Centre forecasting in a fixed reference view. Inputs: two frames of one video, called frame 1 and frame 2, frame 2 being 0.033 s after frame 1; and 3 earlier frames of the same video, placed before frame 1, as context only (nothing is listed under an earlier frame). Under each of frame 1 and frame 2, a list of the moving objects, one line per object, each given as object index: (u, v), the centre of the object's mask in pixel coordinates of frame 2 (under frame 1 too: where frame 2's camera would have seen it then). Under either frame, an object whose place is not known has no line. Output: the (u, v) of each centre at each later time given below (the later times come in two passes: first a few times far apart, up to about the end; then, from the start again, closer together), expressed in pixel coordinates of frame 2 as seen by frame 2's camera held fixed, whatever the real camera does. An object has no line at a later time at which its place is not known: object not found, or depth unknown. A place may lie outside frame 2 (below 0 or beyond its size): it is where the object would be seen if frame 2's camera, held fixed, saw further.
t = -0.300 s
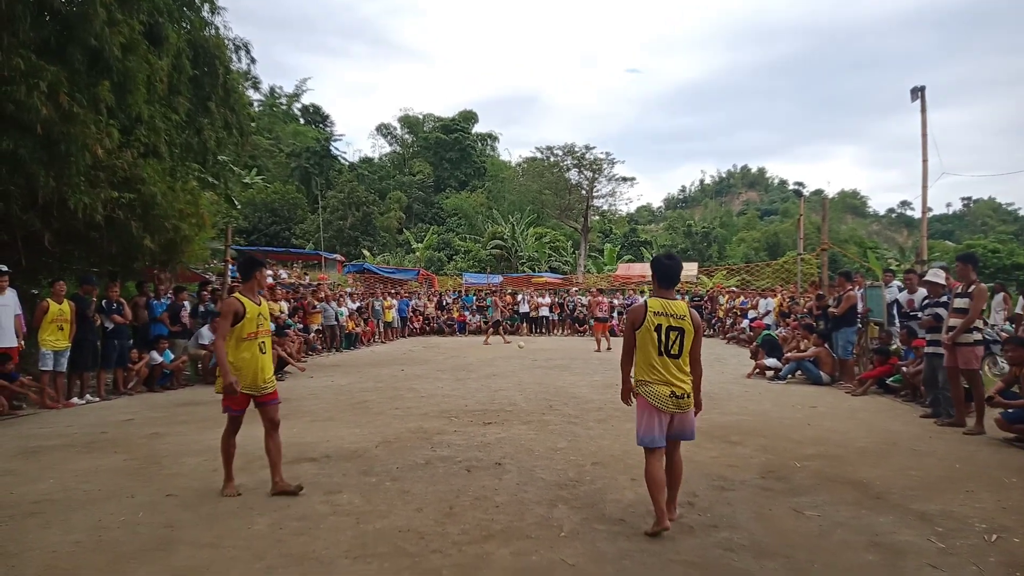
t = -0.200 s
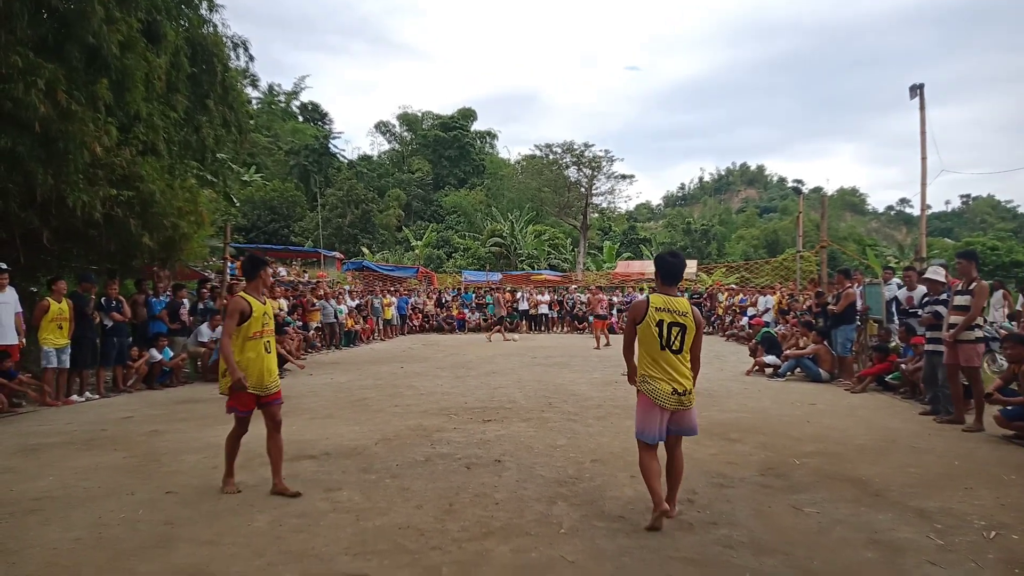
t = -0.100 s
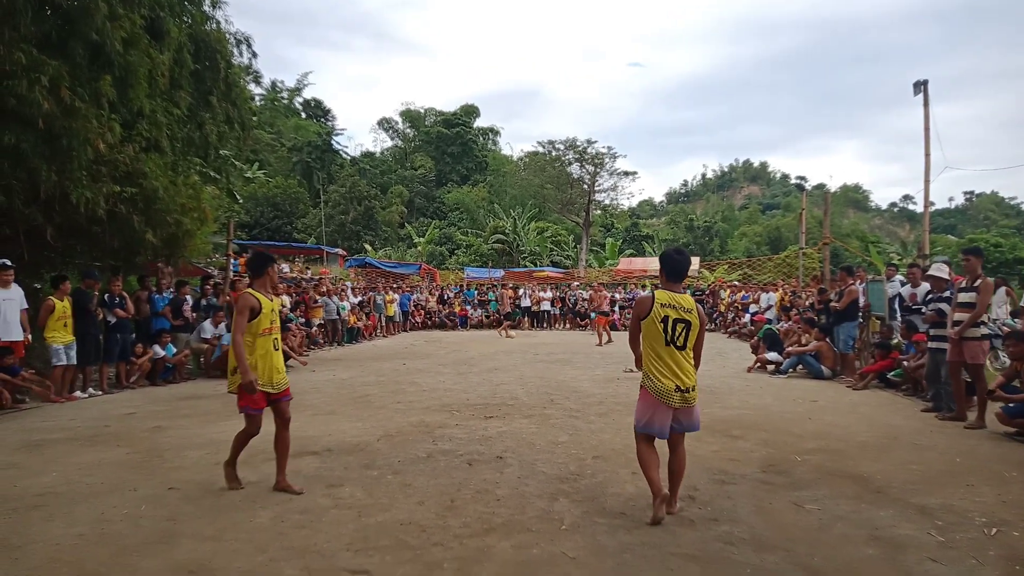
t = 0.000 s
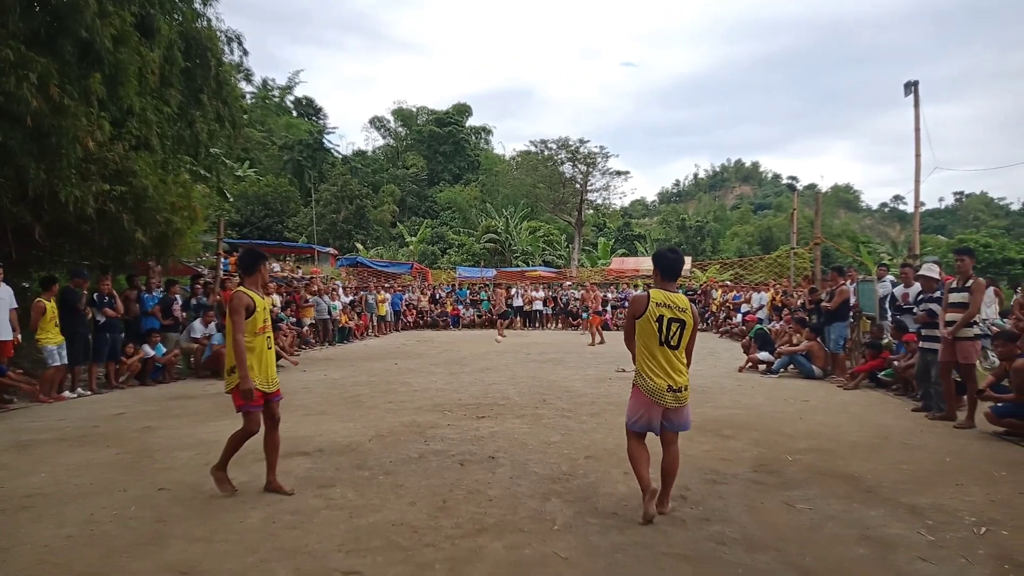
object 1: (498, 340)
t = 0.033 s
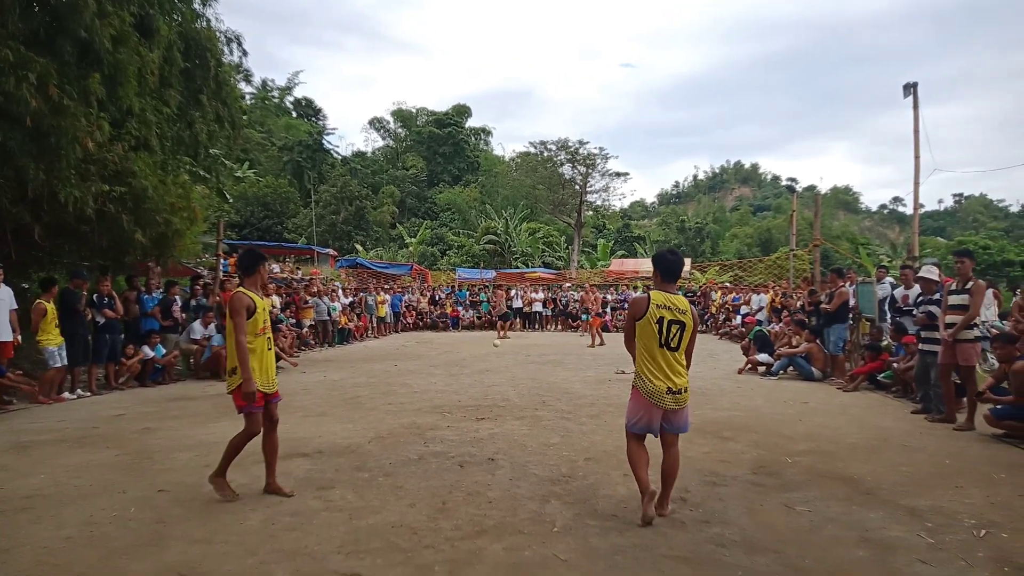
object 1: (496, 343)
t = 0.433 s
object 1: (469, 353)
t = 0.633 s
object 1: (453, 361)
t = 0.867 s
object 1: (431, 371)
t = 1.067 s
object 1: (411, 372)
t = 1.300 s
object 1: (385, 378)
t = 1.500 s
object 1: (359, 391)
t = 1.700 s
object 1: (330, 402)
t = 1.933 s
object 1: (286, 416)
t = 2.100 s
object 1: (244, 428)
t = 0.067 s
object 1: (494, 346)
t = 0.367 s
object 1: (474, 349)
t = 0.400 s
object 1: (471, 351)
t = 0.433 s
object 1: (469, 353)
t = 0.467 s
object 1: (466, 355)
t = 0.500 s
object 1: (464, 359)
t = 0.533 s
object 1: (461, 363)
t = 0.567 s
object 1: (458, 363)
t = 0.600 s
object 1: (455, 362)
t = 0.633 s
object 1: (453, 361)
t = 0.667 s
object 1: (450, 361)
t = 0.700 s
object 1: (447, 361)
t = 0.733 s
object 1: (444, 363)
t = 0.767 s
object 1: (441, 365)
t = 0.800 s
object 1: (437, 367)
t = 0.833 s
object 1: (434, 371)
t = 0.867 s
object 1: (431, 371)
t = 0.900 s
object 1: (428, 369)
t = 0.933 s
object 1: (425, 368)
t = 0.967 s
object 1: (422, 368)
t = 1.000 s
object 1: (418, 368)
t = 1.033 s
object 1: (415, 369)
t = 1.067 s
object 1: (411, 372)
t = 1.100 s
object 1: (408, 375)
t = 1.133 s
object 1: (404, 379)
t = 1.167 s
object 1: (401, 381)
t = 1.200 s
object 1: (397, 379)
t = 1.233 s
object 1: (393, 378)
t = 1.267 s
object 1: (389, 378)
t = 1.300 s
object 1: (385, 378)
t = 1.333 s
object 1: (381, 380)
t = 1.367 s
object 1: (377, 382)
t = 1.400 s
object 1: (373, 385)
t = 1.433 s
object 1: (368, 388)
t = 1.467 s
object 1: (364, 392)
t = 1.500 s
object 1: (359, 391)
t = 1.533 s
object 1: (355, 391)
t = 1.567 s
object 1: (350, 391)
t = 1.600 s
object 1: (345, 393)
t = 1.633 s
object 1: (340, 396)
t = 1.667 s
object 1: (336, 399)
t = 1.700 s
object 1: (330, 402)
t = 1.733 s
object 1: (325, 402)
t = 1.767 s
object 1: (319, 402)
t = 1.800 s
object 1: (313, 403)
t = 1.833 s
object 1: (307, 406)
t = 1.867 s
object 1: (301, 409)
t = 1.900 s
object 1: (294, 414)
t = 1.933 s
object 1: (286, 416)
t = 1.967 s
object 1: (278, 419)
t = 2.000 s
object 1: (270, 421)
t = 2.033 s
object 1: (262, 423)
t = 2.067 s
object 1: (253, 425)
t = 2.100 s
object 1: (244, 428)
